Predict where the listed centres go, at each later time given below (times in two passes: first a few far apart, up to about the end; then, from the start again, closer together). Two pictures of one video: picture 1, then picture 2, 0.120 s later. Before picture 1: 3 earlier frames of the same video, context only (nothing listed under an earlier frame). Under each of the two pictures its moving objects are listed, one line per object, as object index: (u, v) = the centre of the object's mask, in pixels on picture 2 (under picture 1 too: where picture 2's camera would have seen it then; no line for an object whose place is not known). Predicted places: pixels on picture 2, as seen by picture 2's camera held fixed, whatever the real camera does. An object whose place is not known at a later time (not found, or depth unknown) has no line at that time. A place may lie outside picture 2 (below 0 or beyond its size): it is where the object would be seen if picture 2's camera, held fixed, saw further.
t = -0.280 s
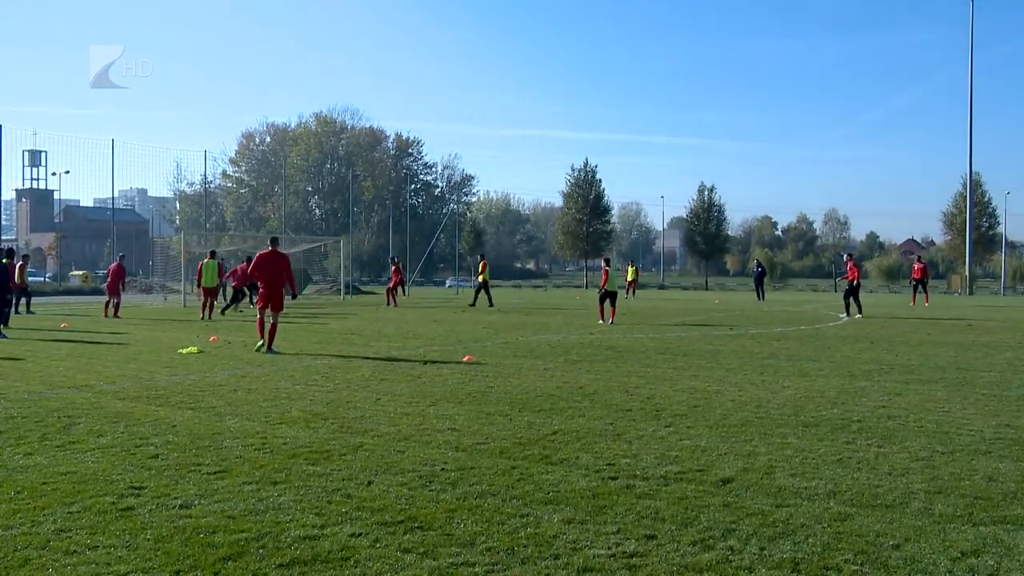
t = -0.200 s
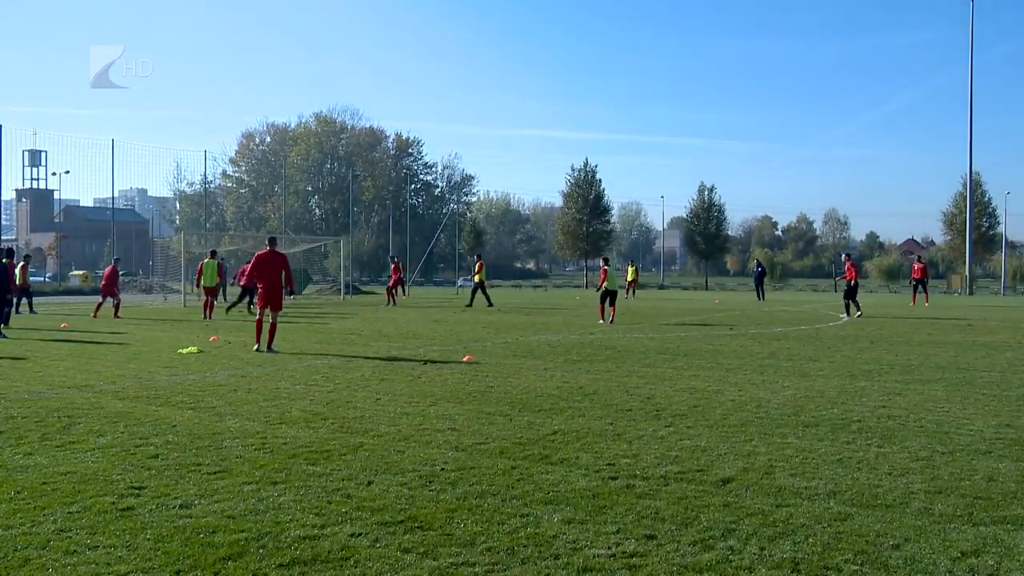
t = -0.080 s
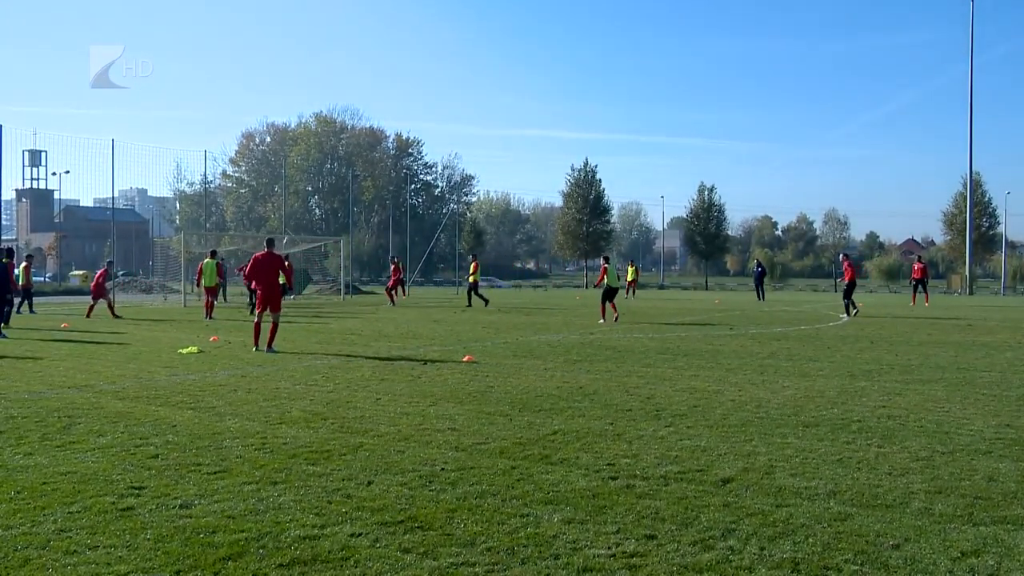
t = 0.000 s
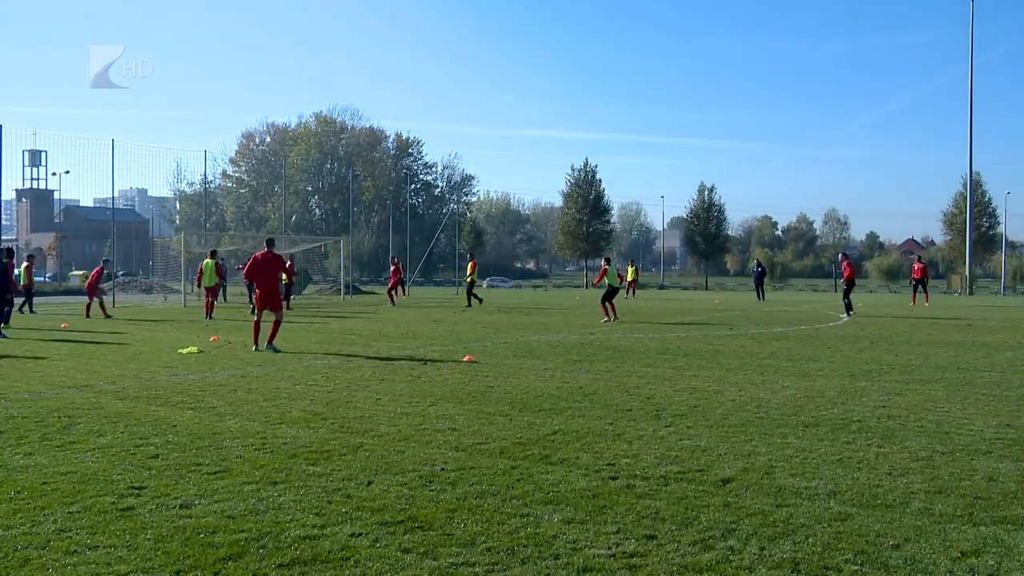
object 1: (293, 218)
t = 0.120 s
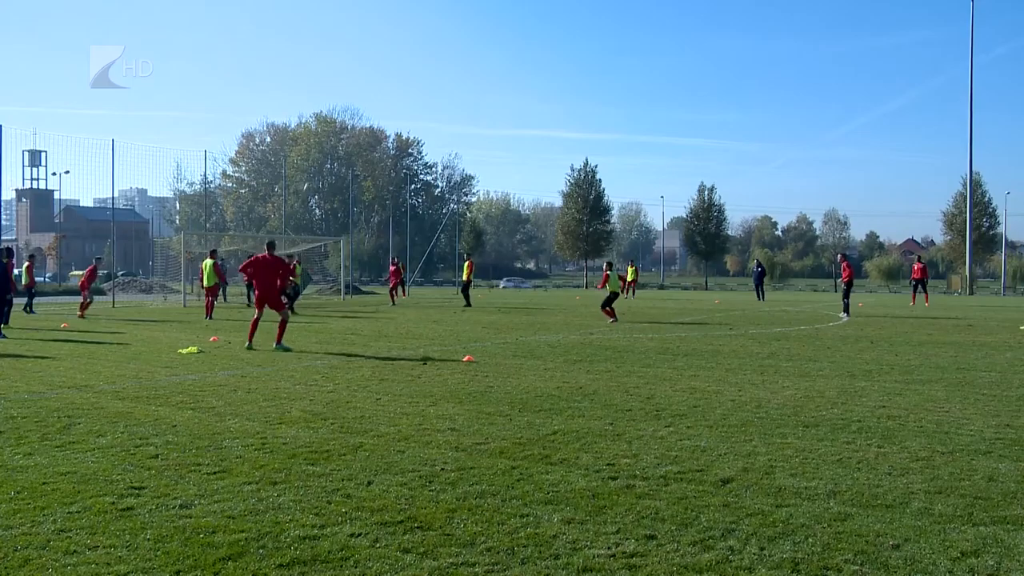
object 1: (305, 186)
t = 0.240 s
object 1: (317, 157)
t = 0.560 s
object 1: (351, 88)
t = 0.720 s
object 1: (368, 61)
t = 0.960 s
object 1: (393, 35)
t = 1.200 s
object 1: (422, 35)
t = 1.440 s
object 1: (458, 78)
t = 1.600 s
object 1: (491, 150)
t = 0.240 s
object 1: (317, 157)
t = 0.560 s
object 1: (351, 88)
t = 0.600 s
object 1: (355, 81)
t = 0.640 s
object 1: (359, 74)
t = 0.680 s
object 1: (363, 67)
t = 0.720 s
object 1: (368, 61)
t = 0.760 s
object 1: (371, 56)
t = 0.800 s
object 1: (375, 50)
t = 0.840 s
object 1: (380, 46)
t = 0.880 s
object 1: (384, 42)
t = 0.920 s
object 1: (388, 38)
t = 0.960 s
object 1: (393, 35)
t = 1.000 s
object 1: (397, 33)
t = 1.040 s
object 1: (402, 32)
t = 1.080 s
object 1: (407, 31)
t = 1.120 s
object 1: (412, 32)
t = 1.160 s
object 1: (416, 33)
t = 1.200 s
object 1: (422, 35)
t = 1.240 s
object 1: (427, 39)
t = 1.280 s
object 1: (433, 44)
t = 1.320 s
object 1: (438, 50)
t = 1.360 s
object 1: (445, 57)
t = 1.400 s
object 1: (451, 67)
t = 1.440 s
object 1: (458, 78)
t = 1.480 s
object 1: (466, 92)
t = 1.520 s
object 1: (474, 108)
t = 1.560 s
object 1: (482, 128)
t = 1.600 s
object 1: (491, 150)
